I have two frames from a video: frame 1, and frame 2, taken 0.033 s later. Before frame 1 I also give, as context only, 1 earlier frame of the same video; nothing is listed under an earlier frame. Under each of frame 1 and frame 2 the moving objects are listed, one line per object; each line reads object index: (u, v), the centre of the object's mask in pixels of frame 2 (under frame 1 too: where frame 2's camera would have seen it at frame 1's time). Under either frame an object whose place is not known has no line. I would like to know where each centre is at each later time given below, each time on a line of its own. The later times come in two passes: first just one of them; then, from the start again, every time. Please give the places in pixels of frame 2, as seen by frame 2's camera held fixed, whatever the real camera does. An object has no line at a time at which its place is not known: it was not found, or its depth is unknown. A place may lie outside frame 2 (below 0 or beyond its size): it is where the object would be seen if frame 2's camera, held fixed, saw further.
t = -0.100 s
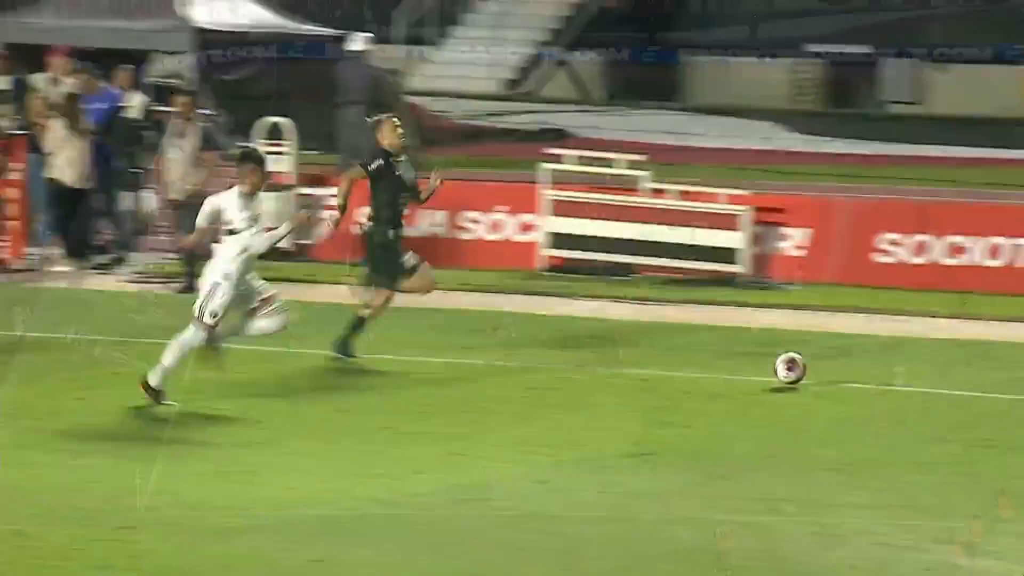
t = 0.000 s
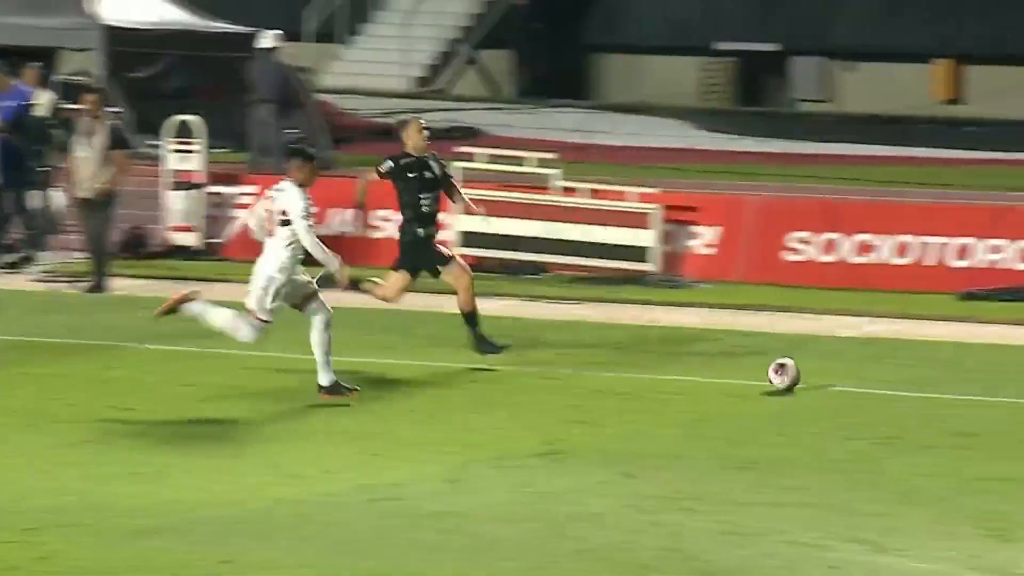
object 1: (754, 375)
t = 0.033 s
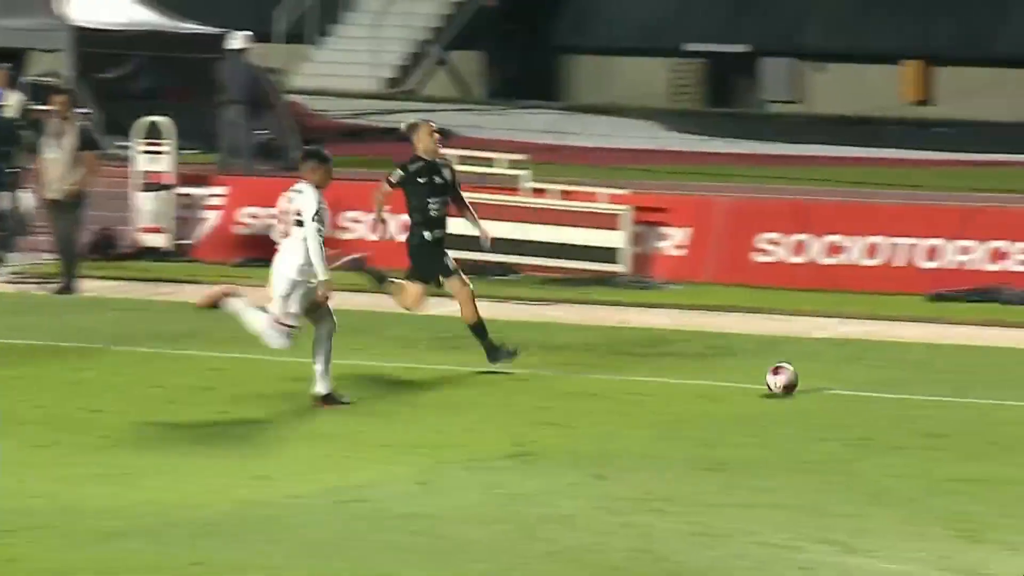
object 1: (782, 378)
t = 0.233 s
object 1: (956, 387)
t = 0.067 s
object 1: (811, 379)
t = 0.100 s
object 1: (840, 381)
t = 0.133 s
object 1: (869, 384)
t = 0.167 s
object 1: (898, 385)
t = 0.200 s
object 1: (927, 386)
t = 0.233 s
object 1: (956, 387)
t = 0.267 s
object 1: (984, 389)
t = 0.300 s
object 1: (1014, 391)
